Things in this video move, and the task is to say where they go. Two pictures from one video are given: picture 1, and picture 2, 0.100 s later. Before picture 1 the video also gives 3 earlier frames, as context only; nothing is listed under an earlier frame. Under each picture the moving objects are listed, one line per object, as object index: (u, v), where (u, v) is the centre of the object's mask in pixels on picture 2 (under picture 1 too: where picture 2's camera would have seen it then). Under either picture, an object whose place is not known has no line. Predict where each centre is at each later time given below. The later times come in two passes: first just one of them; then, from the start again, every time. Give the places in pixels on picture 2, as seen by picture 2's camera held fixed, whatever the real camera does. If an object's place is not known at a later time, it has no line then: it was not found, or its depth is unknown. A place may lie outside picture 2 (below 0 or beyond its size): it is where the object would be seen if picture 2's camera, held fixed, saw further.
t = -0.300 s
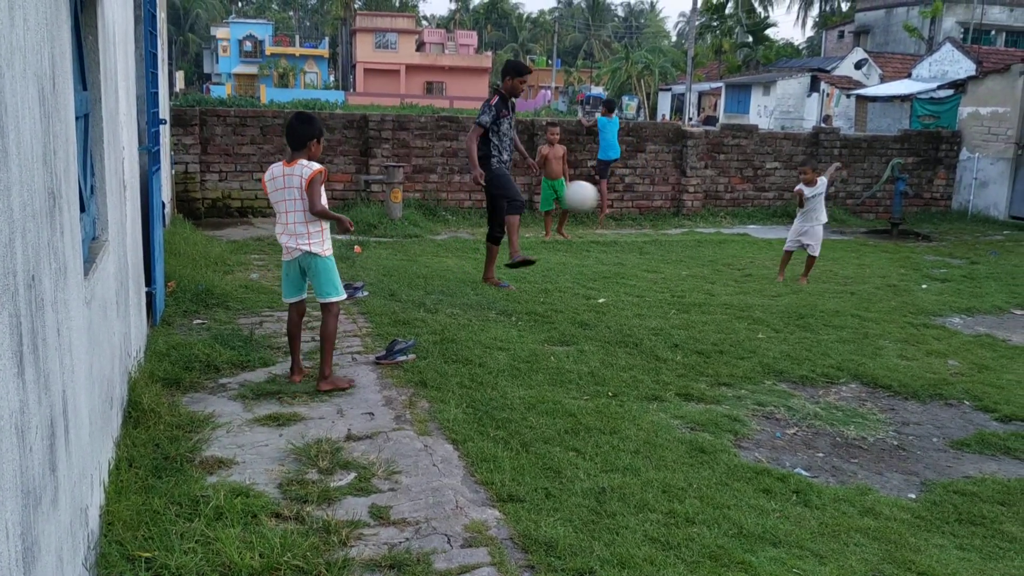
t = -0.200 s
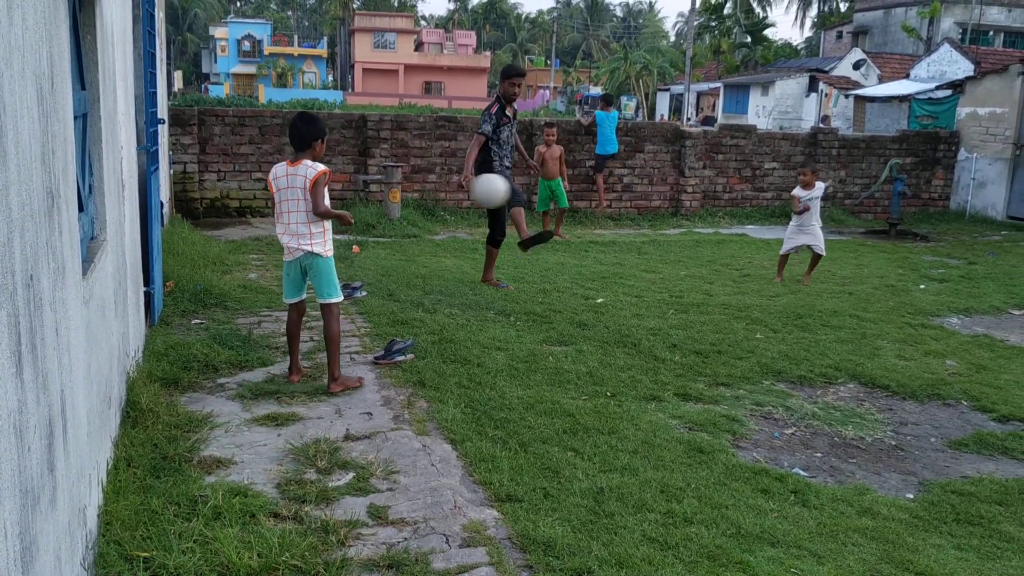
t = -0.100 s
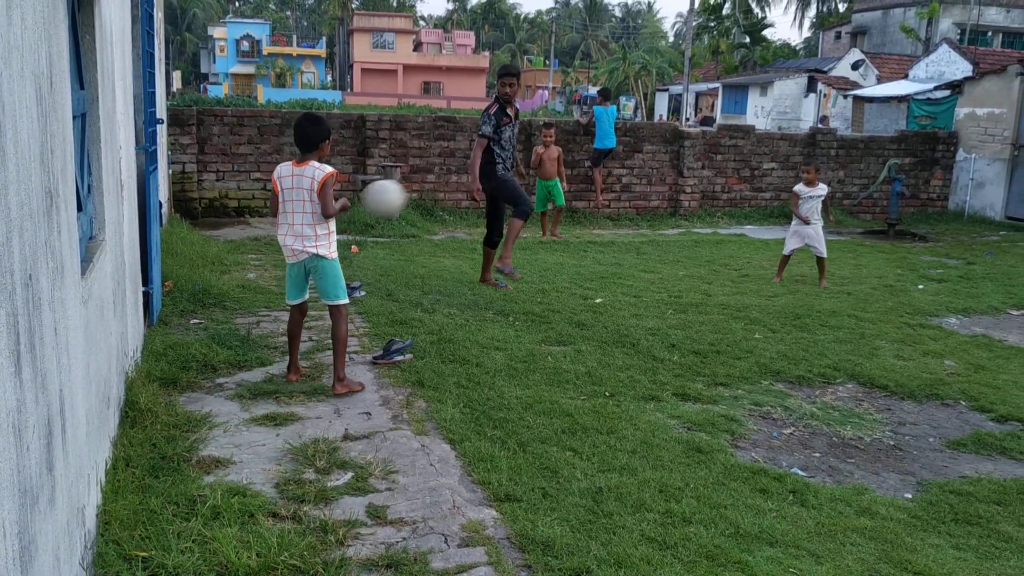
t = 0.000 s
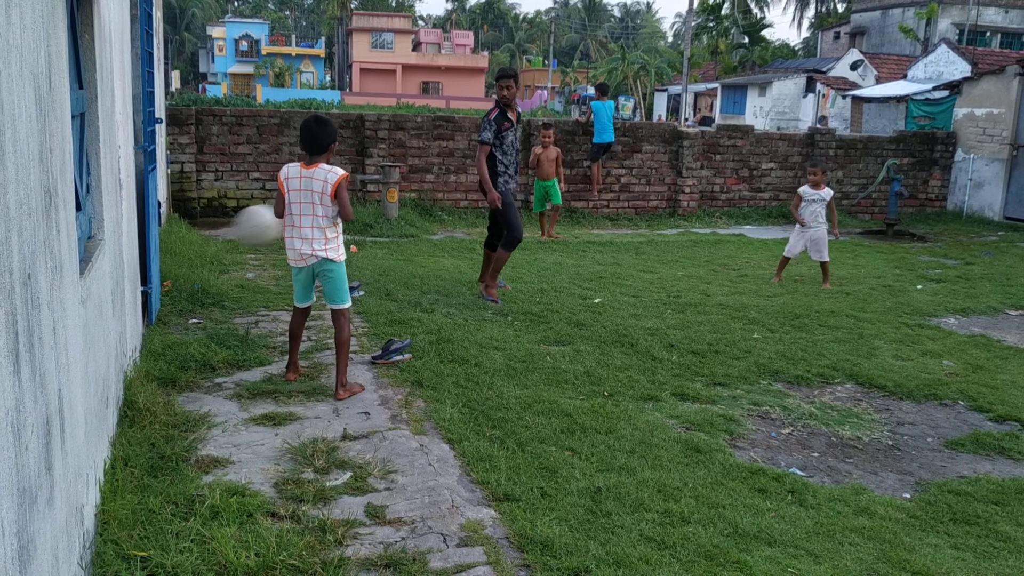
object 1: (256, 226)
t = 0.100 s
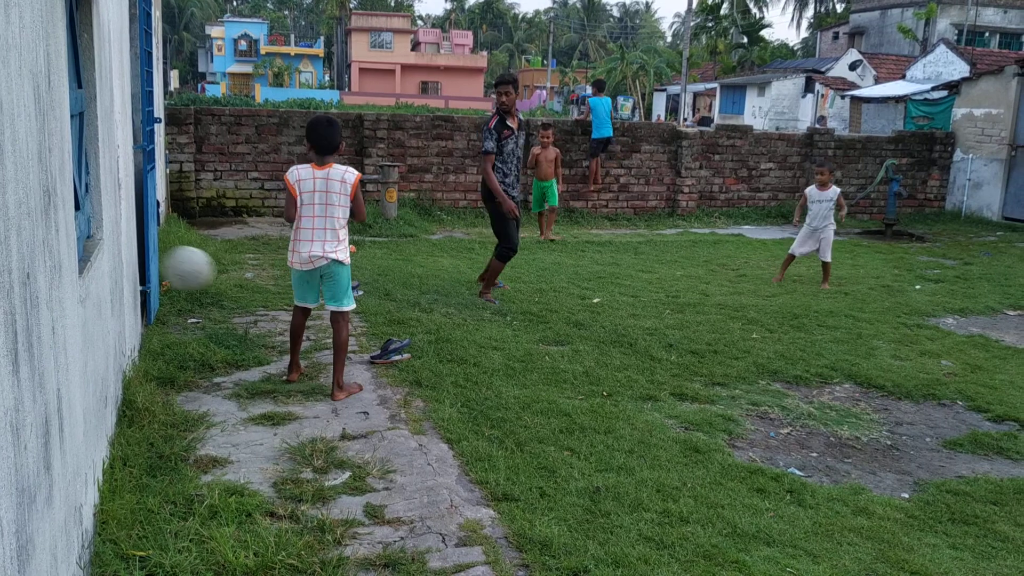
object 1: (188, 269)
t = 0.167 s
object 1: (272, 294)
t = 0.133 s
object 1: (231, 280)
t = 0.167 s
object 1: (272, 294)
